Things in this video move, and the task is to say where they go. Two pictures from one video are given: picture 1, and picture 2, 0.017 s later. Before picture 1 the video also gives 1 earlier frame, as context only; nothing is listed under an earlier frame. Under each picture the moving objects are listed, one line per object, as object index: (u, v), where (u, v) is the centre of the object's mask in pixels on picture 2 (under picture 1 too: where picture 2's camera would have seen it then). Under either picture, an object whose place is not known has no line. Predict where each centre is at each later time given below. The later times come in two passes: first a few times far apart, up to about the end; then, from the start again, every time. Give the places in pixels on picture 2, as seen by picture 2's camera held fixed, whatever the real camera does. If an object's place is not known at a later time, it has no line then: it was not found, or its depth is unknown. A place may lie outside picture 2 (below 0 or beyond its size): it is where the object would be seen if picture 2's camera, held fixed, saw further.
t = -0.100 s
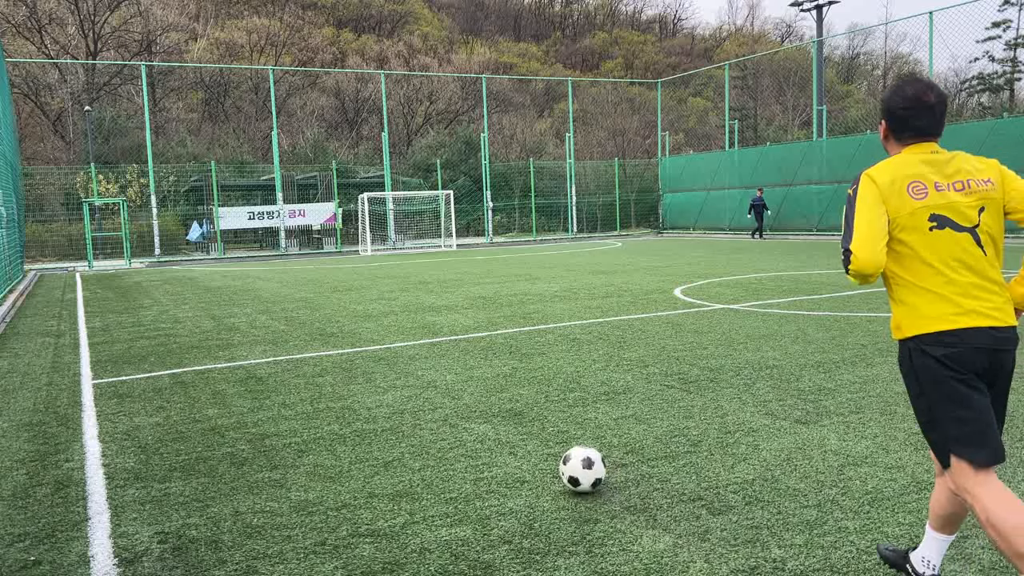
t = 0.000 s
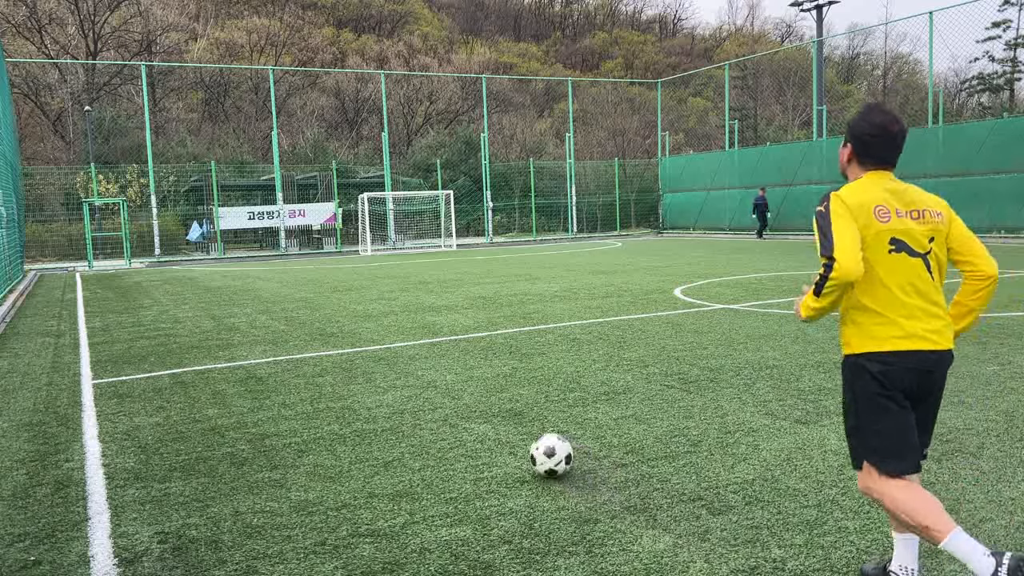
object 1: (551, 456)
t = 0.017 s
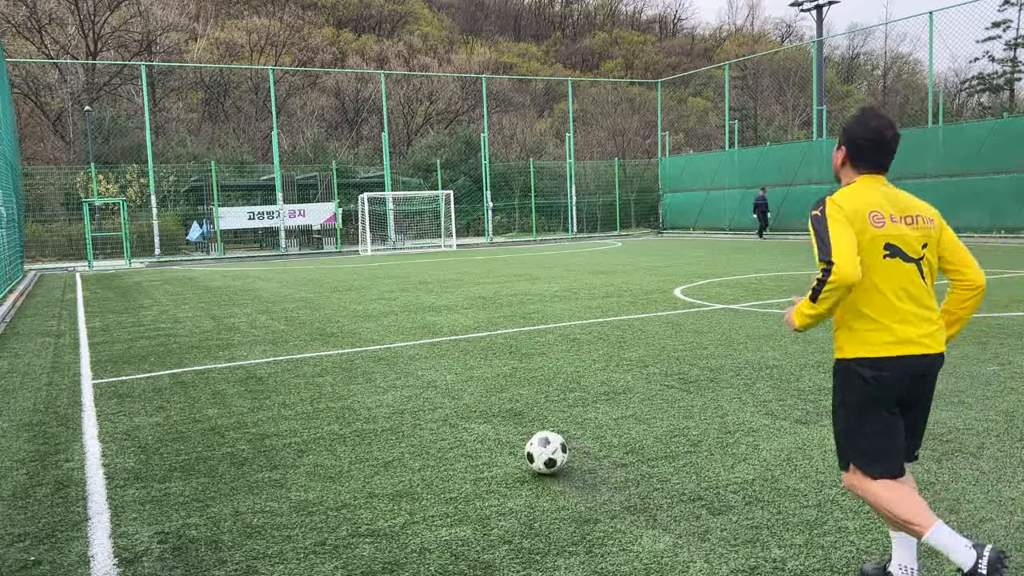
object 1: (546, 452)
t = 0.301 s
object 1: (479, 422)
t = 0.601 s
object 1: (427, 400)
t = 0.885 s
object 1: (388, 383)
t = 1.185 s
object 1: (355, 369)
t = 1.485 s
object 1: (328, 358)
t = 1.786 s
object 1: (305, 351)
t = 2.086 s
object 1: (287, 343)
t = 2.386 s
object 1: (271, 335)
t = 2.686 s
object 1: (257, 330)
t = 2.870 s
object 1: (250, 328)
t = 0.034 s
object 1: (541, 450)
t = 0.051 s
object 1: (537, 449)
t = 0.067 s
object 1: (533, 446)
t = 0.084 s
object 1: (528, 444)
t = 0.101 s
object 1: (524, 442)
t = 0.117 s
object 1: (520, 440)
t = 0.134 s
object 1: (516, 439)
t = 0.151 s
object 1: (512, 437)
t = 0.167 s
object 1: (508, 435)
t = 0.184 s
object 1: (504, 433)
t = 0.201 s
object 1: (500, 431)
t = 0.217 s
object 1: (497, 430)
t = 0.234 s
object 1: (493, 429)
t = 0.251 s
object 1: (489, 427)
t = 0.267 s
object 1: (486, 425)
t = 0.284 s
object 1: (482, 423)
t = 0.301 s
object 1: (479, 422)
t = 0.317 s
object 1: (475, 421)
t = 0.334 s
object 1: (473, 420)
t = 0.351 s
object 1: (469, 418)
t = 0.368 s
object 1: (466, 416)
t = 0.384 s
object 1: (463, 416)
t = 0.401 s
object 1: (460, 414)
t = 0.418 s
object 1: (457, 412)
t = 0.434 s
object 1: (454, 410)
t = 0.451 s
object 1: (452, 409)
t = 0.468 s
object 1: (449, 408)
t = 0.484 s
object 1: (446, 408)
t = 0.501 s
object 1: (443, 406)
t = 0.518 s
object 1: (440, 404)
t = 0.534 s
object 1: (437, 403)
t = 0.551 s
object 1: (435, 403)
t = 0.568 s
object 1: (432, 401)
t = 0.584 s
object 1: (430, 400)
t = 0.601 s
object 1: (427, 400)
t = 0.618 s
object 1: (425, 398)
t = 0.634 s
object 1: (422, 397)
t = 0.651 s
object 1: (420, 396)
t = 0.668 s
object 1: (418, 396)
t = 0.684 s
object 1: (415, 394)
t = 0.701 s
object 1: (412, 393)
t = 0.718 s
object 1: (410, 392)
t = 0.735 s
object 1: (408, 391)
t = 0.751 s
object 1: (406, 390)
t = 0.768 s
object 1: (403, 390)
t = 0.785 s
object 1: (401, 389)
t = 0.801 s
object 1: (399, 388)
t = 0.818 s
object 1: (397, 386)
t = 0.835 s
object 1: (394, 386)
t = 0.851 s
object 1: (392, 385)
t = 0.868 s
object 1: (390, 384)
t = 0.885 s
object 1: (388, 383)
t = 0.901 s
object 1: (386, 382)
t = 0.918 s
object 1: (384, 382)
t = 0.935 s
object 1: (383, 381)
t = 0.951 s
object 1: (380, 380)
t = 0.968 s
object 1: (378, 379)
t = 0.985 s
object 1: (376, 378)
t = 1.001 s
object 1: (374, 377)
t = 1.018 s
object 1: (372, 377)
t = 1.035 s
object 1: (370, 376)
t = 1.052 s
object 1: (368, 375)
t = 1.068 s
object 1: (366, 374)
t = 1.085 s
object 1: (365, 373)
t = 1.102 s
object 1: (363, 372)
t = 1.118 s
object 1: (361, 372)
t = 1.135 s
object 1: (360, 371)
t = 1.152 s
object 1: (358, 370)
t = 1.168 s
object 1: (357, 369)
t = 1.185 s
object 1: (355, 369)
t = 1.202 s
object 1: (354, 368)
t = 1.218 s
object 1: (352, 368)
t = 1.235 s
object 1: (350, 367)
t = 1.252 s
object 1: (348, 366)
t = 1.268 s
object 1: (347, 365)
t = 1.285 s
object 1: (345, 365)
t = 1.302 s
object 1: (344, 365)
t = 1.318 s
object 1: (342, 364)
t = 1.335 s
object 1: (340, 363)
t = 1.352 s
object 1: (339, 363)
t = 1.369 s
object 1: (338, 362)
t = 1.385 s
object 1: (336, 362)
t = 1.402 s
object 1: (335, 361)
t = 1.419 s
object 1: (333, 361)
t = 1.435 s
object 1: (332, 361)
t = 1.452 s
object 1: (331, 359)
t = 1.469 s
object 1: (329, 359)
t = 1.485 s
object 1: (328, 358)
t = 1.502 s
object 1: (327, 358)
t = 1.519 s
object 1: (325, 358)
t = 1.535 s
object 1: (324, 357)
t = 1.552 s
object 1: (322, 356)
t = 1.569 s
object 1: (321, 356)
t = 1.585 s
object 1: (319, 356)
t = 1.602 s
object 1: (318, 356)
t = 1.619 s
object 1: (317, 355)
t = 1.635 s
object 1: (315, 354)
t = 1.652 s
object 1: (314, 354)
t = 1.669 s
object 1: (313, 353)
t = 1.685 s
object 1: (312, 353)
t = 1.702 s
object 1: (311, 353)
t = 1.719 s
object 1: (310, 352)
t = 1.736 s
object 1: (309, 352)
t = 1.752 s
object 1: (307, 351)
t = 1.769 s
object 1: (306, 350)
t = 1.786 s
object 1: (305, 351)
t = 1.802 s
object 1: (304, 350)
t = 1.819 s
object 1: (303, 349)
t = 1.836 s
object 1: (302, 349)
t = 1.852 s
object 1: (301, 348)
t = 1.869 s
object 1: (299, 348)
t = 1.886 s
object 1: (299, 348)
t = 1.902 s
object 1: (297, 347)
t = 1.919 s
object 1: (296, 347)
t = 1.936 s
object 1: (295, 346)
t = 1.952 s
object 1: (294, 345)
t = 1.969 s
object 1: (293, 345)
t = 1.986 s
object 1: (292, 345)
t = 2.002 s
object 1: (291, 345)
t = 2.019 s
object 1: (291, 344)
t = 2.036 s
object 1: (289, 344)
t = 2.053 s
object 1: (288, 344)
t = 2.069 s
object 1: (287, 343)
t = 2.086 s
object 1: (287, 343)
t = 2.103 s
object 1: (285, 342)
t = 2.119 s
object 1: (285, 341)
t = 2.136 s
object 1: (284, 341)
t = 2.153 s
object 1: (283, 341)
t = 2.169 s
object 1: (282, 341)
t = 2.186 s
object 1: (281, 340)
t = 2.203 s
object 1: (280, 339)
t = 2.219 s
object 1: (279, 339)
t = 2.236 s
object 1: (278, 339)
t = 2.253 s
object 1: (277, 338)
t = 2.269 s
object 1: (276, 338)
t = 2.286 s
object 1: (276, 337)
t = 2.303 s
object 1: (275, 337)
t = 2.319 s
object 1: (274, 337)
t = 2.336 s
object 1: (273, 337)
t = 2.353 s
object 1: (272, 336)
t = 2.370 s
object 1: (272, 335)
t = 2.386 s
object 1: (271, 335)
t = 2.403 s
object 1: (270, 335)
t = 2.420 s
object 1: (269, 335)
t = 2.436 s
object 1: (268, 334)
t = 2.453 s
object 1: (268, 334)
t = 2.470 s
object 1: (267, 334)
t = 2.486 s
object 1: (266, 333)
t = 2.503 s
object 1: (266, 333)
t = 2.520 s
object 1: (265, 332)
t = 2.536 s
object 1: (264, 333)
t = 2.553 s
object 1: (263, 333)
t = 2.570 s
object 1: (263, 332)
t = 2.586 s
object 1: (262, 332)
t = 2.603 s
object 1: (261, 332)
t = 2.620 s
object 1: (260, 332)
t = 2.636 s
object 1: (260, 332)
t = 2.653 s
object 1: (259, 331)
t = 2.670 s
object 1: (258, 331)
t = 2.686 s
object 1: (257, 330)
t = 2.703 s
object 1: (257, 331)
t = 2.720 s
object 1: (256, 330)
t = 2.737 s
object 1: (255, 330)
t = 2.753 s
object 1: (255, 330)
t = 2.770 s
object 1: (254, 330)
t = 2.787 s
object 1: (253, 329)
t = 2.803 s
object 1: (252, 329)
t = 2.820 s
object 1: (252, 328)
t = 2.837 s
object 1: (251, 328)
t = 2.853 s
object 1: (250, 328)
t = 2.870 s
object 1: (250, 328)
